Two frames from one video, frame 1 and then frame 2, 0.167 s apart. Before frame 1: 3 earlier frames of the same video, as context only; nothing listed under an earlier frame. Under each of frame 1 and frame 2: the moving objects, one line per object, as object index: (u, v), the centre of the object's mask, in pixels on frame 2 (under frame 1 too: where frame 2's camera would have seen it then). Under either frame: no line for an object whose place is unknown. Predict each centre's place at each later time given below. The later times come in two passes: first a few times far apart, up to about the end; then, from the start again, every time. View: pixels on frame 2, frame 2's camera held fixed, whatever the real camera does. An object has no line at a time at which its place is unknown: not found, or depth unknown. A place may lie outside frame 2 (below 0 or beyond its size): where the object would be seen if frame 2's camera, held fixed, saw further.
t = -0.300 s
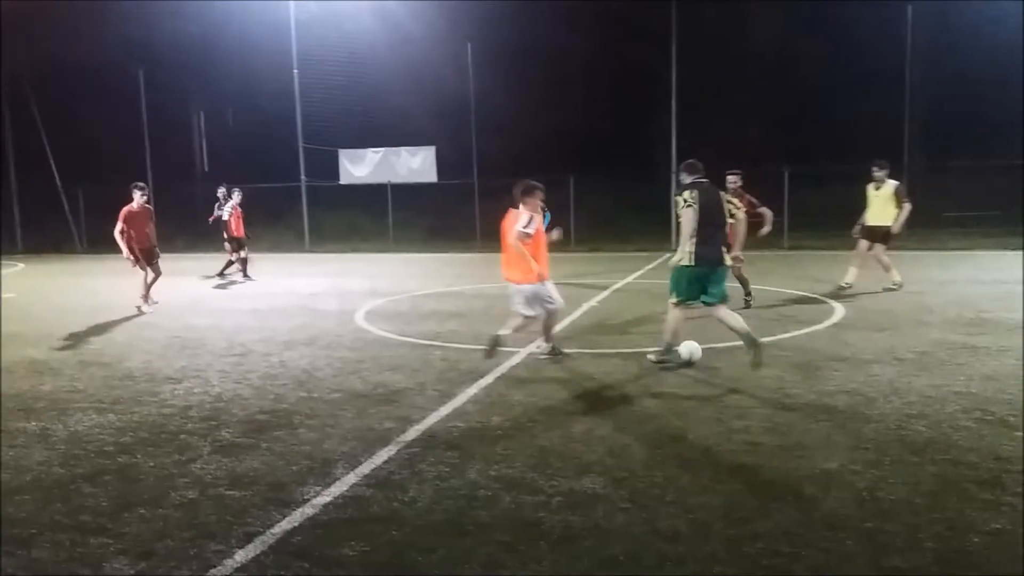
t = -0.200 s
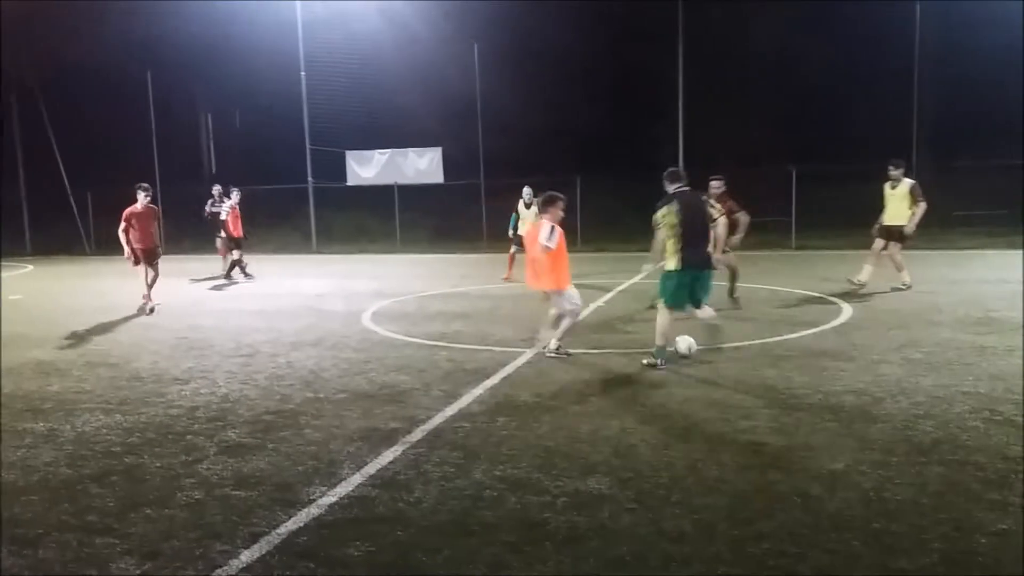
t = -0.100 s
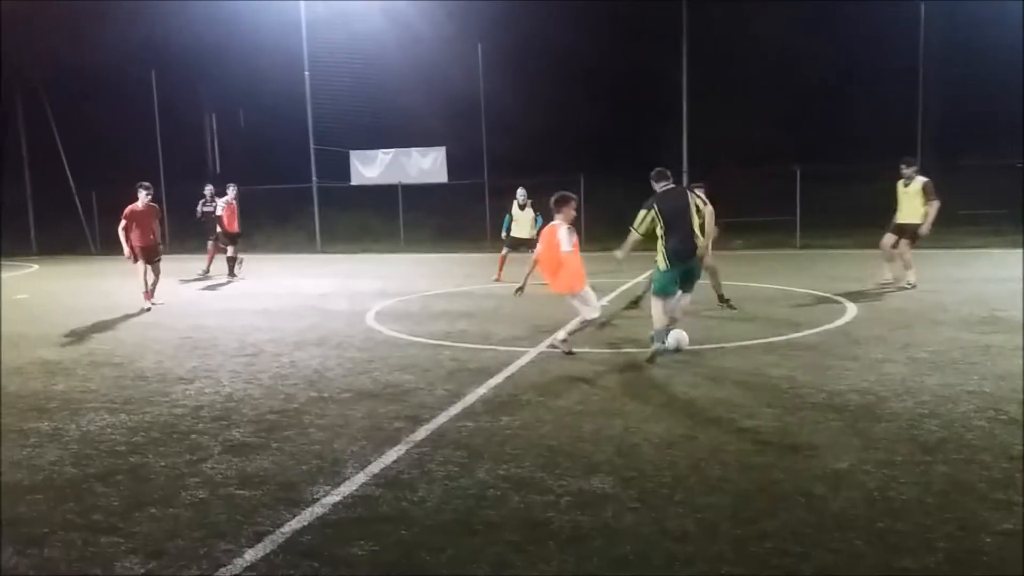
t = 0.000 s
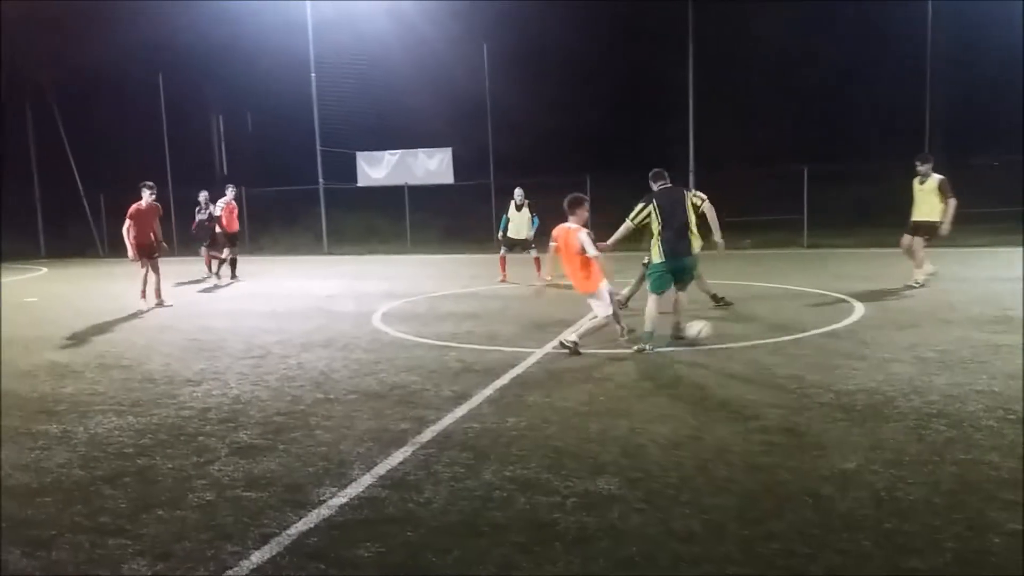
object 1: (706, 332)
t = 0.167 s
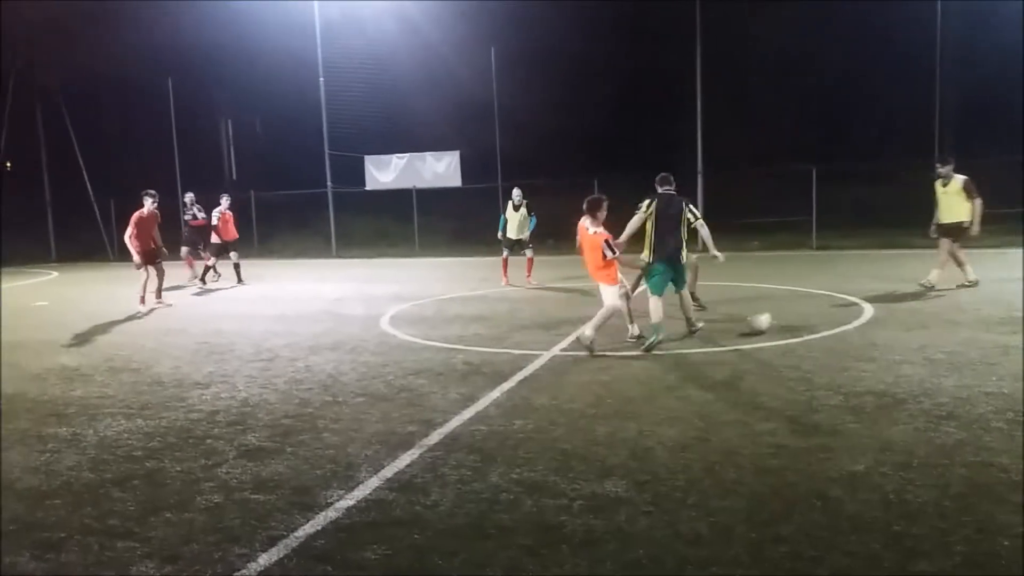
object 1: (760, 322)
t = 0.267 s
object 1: (786, 312)
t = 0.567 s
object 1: (832, 301)
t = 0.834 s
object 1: (855, 291)
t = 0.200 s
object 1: (770, 317)
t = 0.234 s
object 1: (778, 315)
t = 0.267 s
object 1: (786, 312)
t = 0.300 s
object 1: (791, 312)
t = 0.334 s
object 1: (798, 312)
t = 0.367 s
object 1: (804, 309)
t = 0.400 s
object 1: (811, 307)
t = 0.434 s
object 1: (816, 305)
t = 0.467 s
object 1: (821, 305)
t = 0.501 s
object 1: (826, 304)
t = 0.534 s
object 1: (829, 302)
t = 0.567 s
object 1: (832, 301)
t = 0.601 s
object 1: (835, 300)
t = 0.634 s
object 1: (838, 298)
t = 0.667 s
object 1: (840, 297)
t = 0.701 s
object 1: (842, 296)
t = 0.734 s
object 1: (846, 294)
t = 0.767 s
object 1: (849, 294)
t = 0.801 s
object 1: (852, 294)
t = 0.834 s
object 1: (855, 291)
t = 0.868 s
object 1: (858, 290)
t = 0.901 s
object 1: (861, 290)
